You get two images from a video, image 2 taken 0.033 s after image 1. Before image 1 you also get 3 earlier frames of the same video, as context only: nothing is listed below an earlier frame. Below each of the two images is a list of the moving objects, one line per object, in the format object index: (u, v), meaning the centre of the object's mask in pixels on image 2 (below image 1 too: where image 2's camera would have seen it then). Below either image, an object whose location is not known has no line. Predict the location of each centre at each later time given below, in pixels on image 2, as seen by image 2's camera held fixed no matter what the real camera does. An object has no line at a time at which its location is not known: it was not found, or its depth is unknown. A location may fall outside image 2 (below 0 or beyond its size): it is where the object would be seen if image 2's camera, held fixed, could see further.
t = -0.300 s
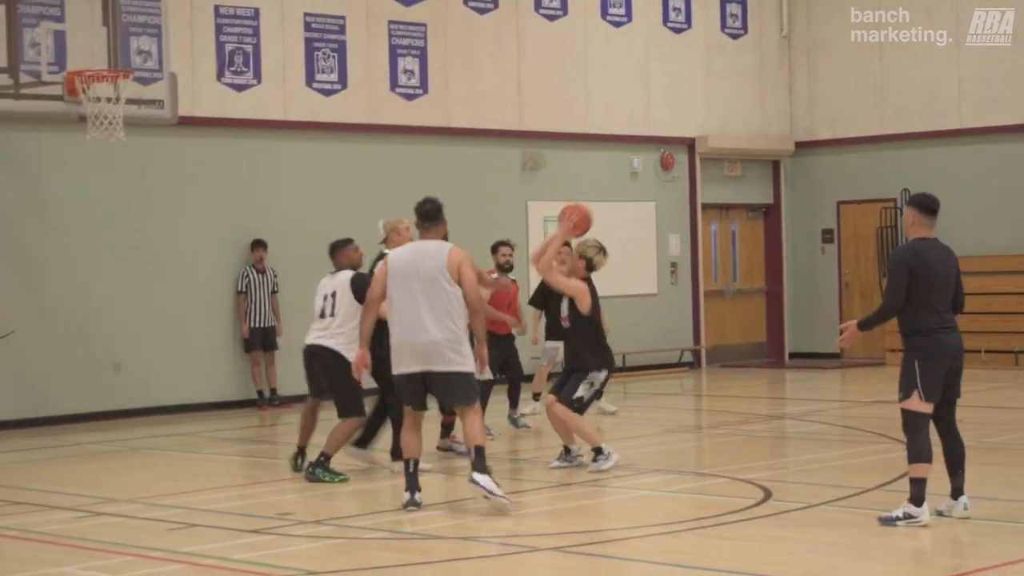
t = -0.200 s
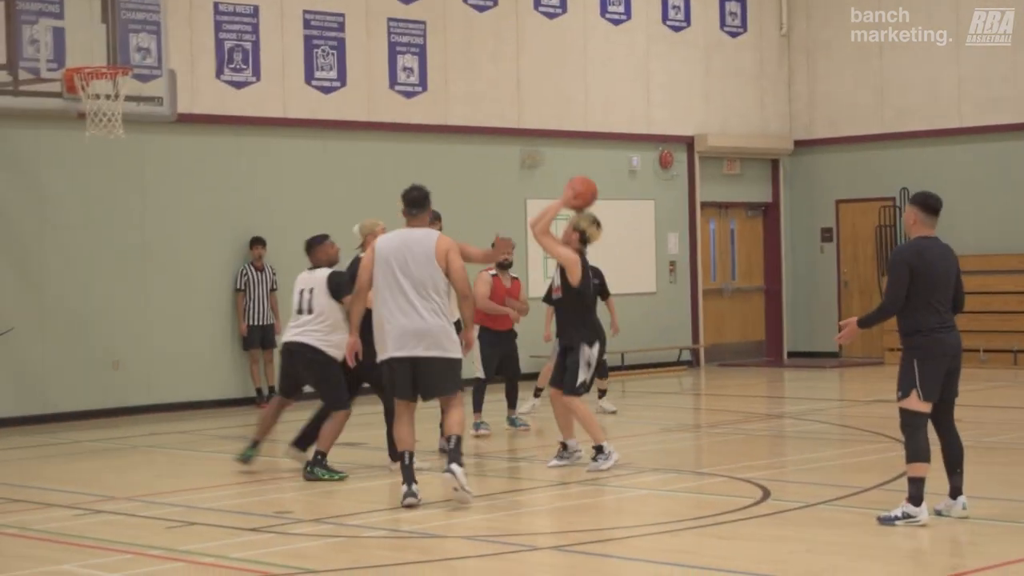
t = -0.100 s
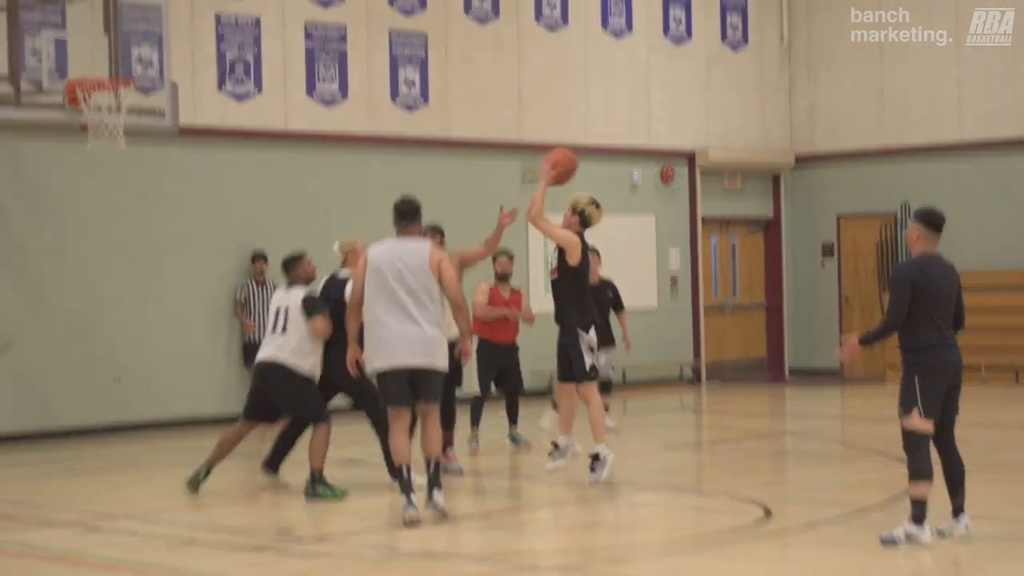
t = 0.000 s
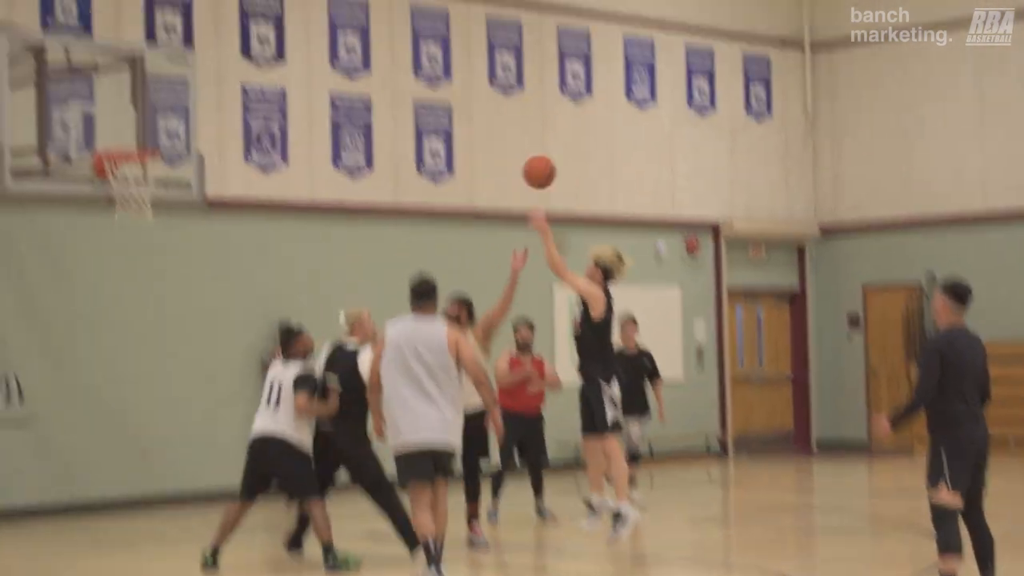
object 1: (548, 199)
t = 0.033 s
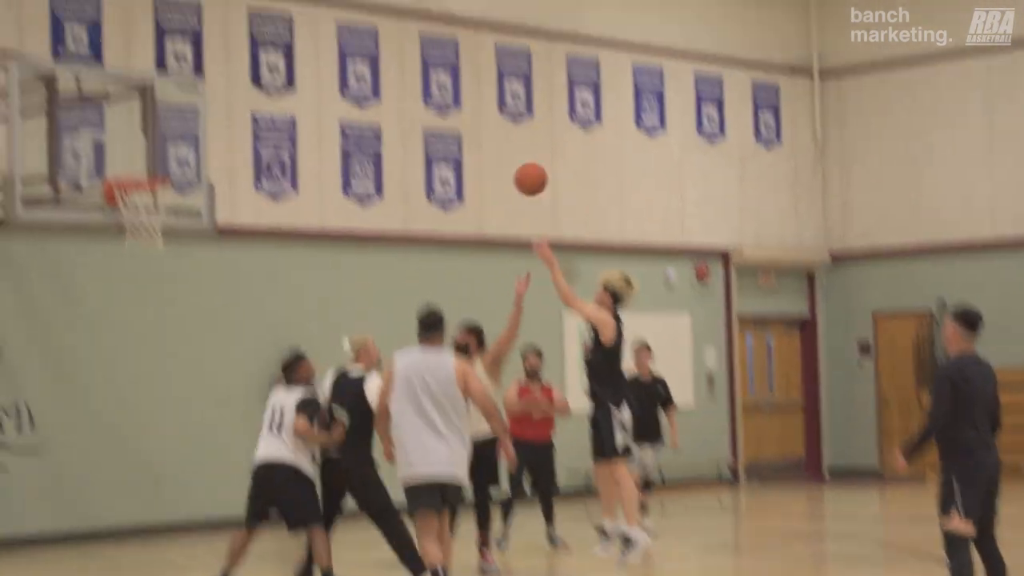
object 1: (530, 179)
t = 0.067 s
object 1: (512, 160)
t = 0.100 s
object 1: (494, 143)
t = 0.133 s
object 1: (477, 128)
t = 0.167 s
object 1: (460, 116)
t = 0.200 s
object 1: (444, 104)
